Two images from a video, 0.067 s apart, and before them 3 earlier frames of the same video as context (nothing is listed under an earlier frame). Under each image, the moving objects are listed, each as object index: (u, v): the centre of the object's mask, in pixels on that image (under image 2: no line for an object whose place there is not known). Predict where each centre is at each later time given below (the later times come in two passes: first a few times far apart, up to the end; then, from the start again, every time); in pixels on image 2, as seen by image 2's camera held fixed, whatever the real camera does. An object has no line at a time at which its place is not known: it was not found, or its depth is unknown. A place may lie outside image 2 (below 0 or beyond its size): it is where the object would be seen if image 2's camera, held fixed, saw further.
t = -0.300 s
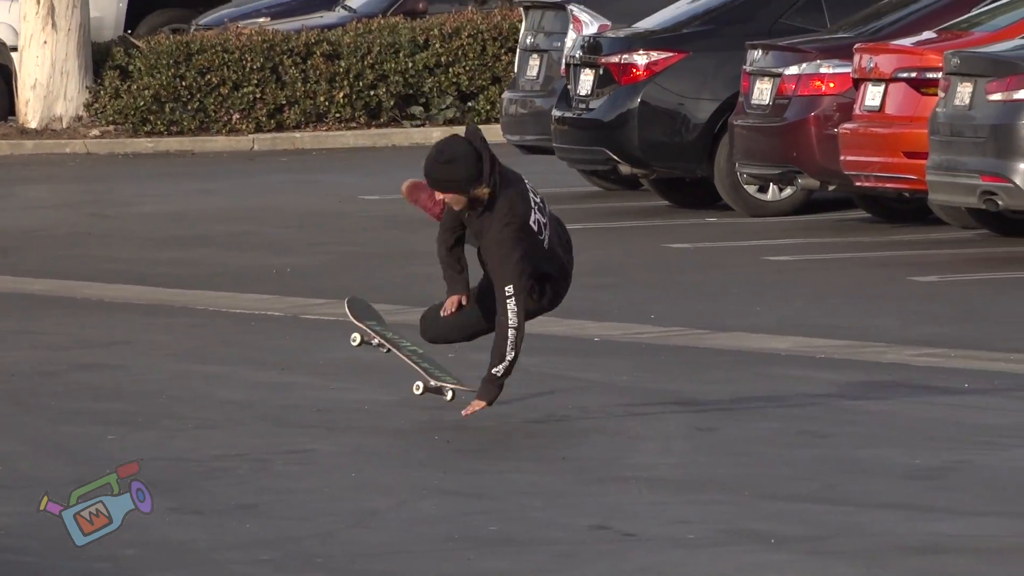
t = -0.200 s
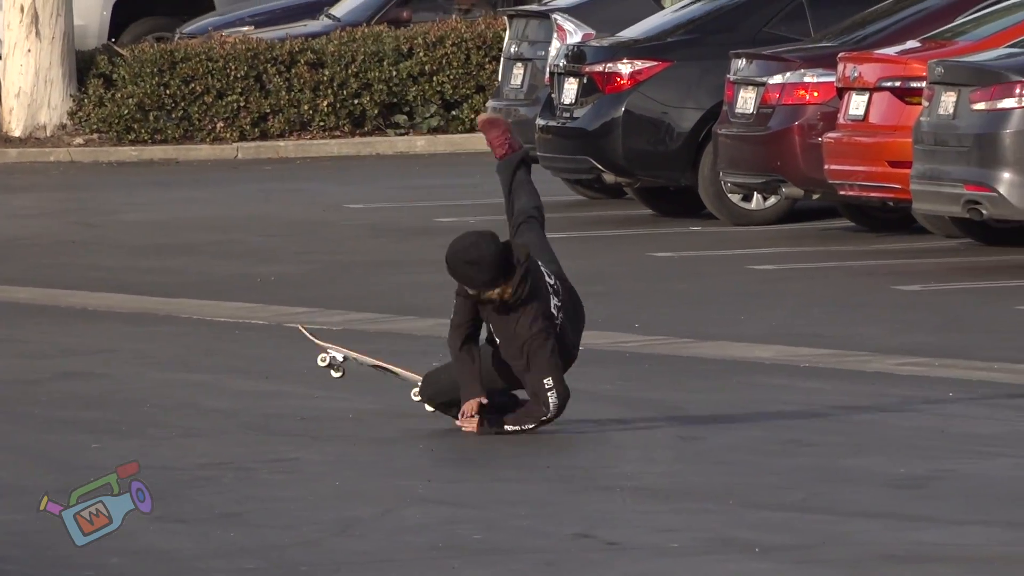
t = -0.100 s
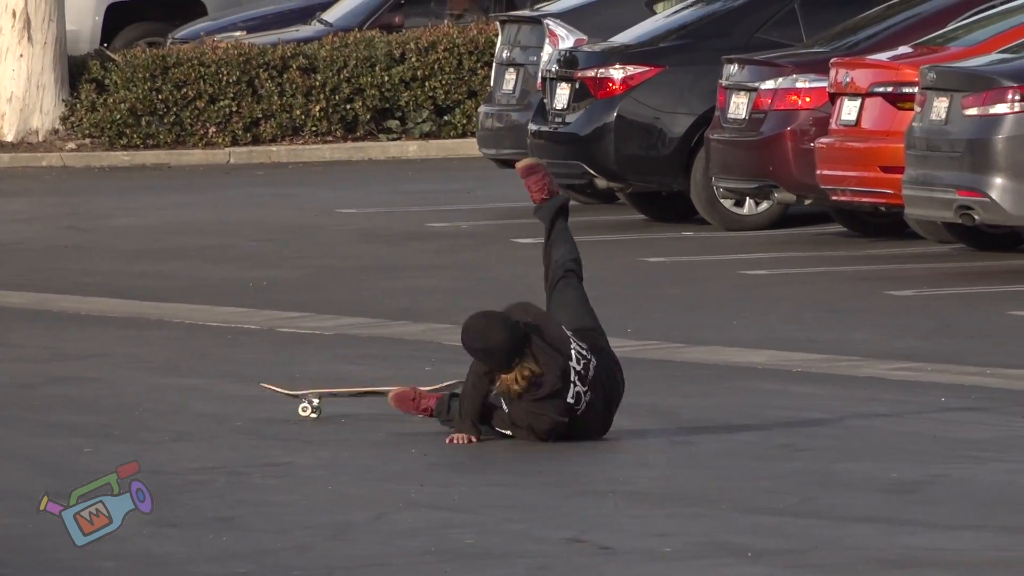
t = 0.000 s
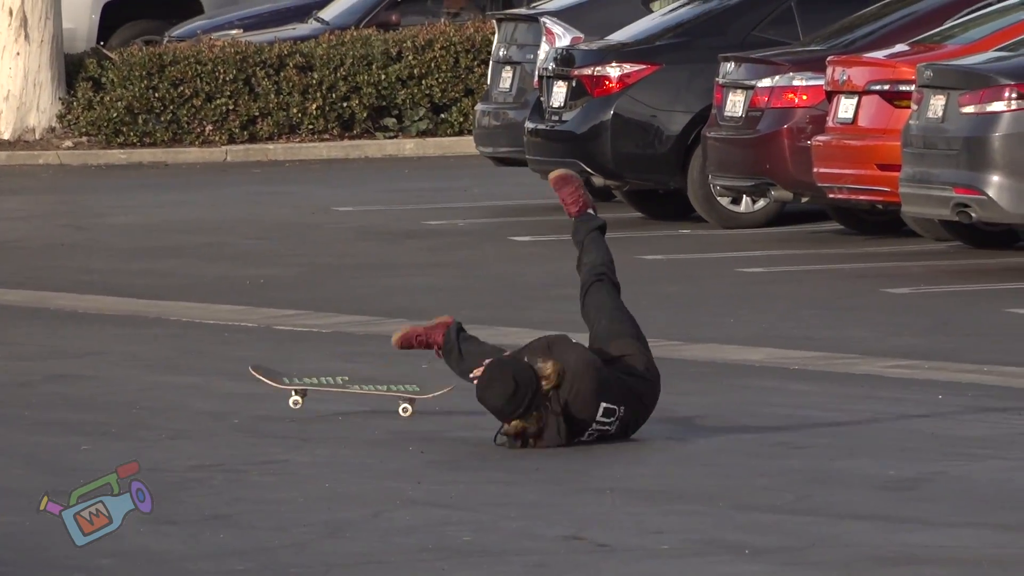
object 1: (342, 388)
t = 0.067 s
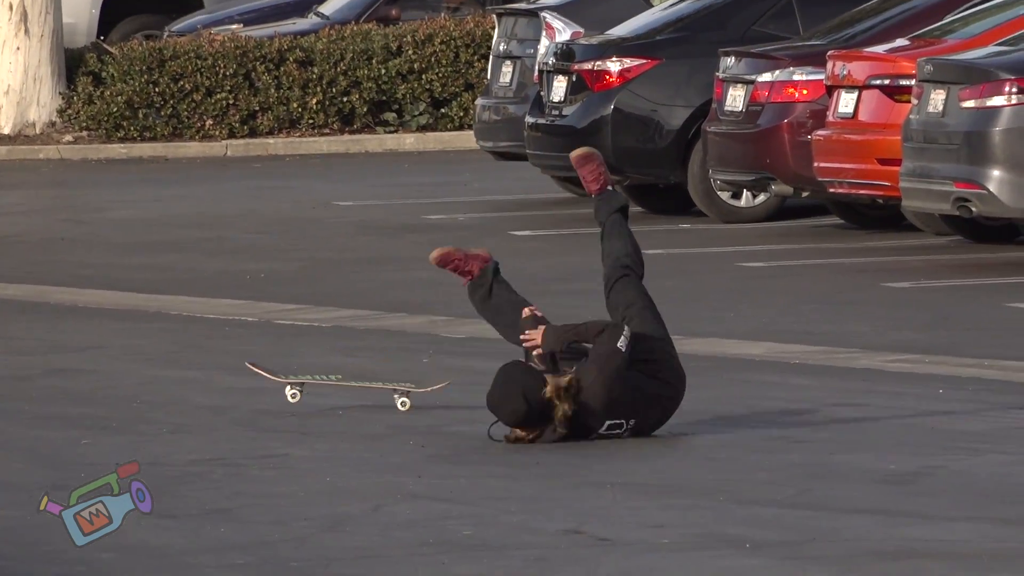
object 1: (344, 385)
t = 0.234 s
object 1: (336, 391)
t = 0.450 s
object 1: (319, 393)
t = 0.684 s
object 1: (304, 394)
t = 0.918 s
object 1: (290, 394)
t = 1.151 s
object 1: (280, 394)
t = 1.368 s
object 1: (271, 395)
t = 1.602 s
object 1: (262, 395)
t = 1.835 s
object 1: (254, 395)
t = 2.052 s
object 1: (247, 396)
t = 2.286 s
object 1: (240, 396)
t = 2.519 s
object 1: (234, 396)
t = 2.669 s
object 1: (234, 396)
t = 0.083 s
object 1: (343, 386)
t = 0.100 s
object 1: (345, 387)
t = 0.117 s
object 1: (344, 388)
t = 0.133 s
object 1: (344, 390)
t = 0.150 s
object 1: (342, 392)
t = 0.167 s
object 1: (340, 391)
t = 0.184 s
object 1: (339, 391)
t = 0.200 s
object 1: (337, 391)
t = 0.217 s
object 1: (335, 391)
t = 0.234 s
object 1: (336, 391)
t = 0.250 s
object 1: (334, 392)
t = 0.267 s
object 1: (333, 392)
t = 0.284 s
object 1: (332, 392)
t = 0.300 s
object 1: (331, 392)
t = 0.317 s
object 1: (329, 392)
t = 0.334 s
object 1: (328, 393)
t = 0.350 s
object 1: (326, 393)
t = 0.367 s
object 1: (324, 392)
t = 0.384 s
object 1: (325, 392)
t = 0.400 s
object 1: (323, 392)
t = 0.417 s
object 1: (321, 393)
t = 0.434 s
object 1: (321, 393)
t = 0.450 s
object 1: (319, 393)
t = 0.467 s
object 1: (319, 393)
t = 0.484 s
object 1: (317, 393)
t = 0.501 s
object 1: (316, 393)
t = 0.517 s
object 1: (313, 393)
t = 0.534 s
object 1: (312, 393)
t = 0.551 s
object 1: (311, 393)
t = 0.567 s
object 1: (310, 393)
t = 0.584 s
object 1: (310, 393)
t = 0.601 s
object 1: (308, 393)
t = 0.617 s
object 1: (308, 393)
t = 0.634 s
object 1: (307, 393)
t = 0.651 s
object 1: (306, 393)
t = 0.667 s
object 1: (304, 394)
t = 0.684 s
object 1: (304, 394)
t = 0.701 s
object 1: (302, 394)
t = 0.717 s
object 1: (301, 394)
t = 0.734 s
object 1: (302, 393)
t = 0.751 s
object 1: (301, 394)
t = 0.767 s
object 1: (299, 393)
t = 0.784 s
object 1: (298, 394)
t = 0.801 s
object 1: (298, 394)
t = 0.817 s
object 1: (297, 394)
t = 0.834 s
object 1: (296, 394)
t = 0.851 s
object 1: (294, 393)
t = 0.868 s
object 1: (294, 394)
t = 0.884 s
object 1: (293, 394)
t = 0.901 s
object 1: (291, 394)
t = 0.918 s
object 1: (290, 394)
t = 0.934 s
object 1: (290, 394)
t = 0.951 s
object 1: (290, 394)
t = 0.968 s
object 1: (289, 394)
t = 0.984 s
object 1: (288, 394)
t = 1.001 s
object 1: (287, 394)
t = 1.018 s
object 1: (287, 394)
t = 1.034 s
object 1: (285, 394)
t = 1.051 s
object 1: (284, 394)
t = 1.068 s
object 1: (284, 394)
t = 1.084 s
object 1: (283, 394)
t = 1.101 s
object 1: (282, 394)
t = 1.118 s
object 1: (282, 394)
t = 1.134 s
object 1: (280, 394)
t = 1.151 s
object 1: (280, 394)
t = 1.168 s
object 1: (279, 394)
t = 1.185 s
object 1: (278, 394)
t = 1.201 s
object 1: (276, 394)
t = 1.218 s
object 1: (277, 394)
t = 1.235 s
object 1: (275, 394)
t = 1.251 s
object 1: (276, 394)
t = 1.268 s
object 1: (275, 394)
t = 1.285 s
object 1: (274, 394)
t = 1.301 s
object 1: (274, 394)
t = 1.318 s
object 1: (272, 394)
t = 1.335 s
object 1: (272, 395)
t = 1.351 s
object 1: (272, 394)
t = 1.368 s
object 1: (271, 395)
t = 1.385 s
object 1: (269, 395)
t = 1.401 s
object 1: (269, 395)
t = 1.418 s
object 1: (268, 395)
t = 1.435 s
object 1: (267, 395)
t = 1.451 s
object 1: (266, 395)
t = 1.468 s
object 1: (266, 395)
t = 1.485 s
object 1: (265, 395)
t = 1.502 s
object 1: (265, 395)
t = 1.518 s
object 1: (265, 394)
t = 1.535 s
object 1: (265, 394)
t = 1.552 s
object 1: (264, 394)
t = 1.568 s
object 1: (262, 395)
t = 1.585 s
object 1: (262, 395)
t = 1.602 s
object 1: (262, 395)
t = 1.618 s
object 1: (260, 395)
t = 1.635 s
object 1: (260, 394)
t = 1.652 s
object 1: (260, 395)
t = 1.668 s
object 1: (259, 395)
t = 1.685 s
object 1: (259, 395)
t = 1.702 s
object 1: (258, 395)
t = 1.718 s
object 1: (257, 395)
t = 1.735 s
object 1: (257, 395)
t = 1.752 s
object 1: (256, 395)
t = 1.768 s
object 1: (255, 395)
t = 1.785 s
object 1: (255, 395)
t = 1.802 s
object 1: (255, 395)
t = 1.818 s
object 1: (255, 395)
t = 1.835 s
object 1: (254, 395)
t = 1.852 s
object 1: (254, 395)
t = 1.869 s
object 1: (254, 395)
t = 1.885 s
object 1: (254, 395)
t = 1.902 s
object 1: (253, 395)
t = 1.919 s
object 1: (253, 395)
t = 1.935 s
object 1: (252, 395)
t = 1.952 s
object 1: (253, 395)
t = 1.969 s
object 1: (251, 395)
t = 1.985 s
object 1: (251, 395)
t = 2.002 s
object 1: (249, 396)
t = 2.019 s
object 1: (249, 395)
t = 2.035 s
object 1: (248, 396)
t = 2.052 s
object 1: (247, 396)
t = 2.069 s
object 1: (247, 395)
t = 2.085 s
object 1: (246, 396)
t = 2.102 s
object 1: (246, 396)
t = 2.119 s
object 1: (246, 396)
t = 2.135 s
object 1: (244, 396)
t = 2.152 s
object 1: (245, 396)
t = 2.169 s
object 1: (244, 396)
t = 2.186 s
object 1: (243, 396)
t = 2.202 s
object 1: (243, 396)
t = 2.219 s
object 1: (243, 396)
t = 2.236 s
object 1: (243, 396)
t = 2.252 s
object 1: (241, 396)
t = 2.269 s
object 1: (241, 396)
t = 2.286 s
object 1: (240, 396)
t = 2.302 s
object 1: (240, 396)
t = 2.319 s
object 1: (239, 396)
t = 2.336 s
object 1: (240, 396)
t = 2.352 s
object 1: (239, 396)
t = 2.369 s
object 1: (239, 396)
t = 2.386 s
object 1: (239, 396)
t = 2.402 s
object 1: (238, 396)
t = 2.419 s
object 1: (238, 396)
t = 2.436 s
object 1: (237, 396)
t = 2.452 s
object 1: (236, 396)
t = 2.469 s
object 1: (236, 396)
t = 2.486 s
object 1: (235, 396)
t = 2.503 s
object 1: (235, 396)
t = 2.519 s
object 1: (234, 396)
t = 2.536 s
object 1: (234, 396)
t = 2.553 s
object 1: (234, 396)
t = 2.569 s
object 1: (234, 396)
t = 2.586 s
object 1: (233, 396)
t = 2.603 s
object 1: (234, 396)
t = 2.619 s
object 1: (234, 396)
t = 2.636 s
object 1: (234, 396)
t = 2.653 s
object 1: (233, 395)
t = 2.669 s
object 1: (234, 396)
